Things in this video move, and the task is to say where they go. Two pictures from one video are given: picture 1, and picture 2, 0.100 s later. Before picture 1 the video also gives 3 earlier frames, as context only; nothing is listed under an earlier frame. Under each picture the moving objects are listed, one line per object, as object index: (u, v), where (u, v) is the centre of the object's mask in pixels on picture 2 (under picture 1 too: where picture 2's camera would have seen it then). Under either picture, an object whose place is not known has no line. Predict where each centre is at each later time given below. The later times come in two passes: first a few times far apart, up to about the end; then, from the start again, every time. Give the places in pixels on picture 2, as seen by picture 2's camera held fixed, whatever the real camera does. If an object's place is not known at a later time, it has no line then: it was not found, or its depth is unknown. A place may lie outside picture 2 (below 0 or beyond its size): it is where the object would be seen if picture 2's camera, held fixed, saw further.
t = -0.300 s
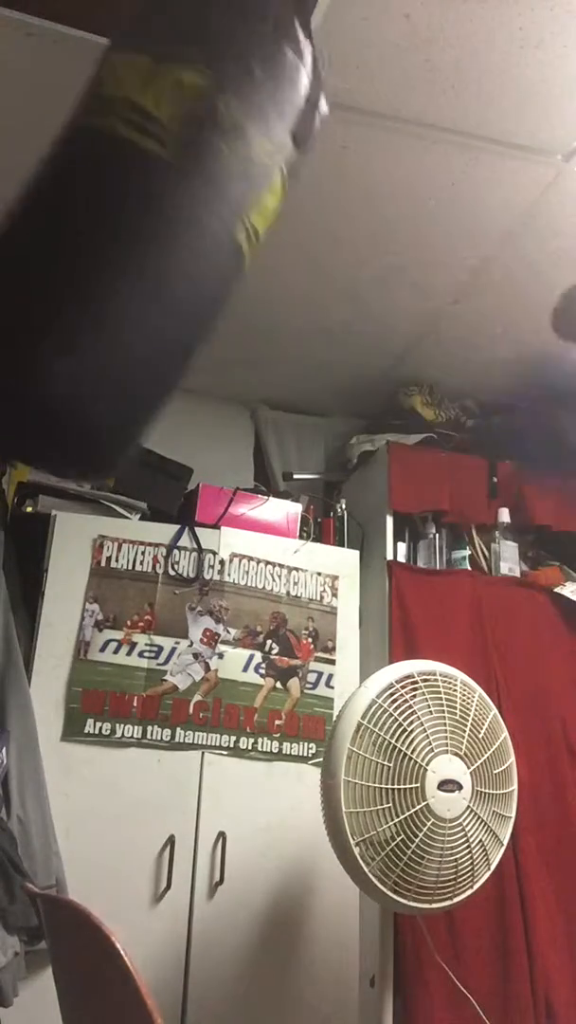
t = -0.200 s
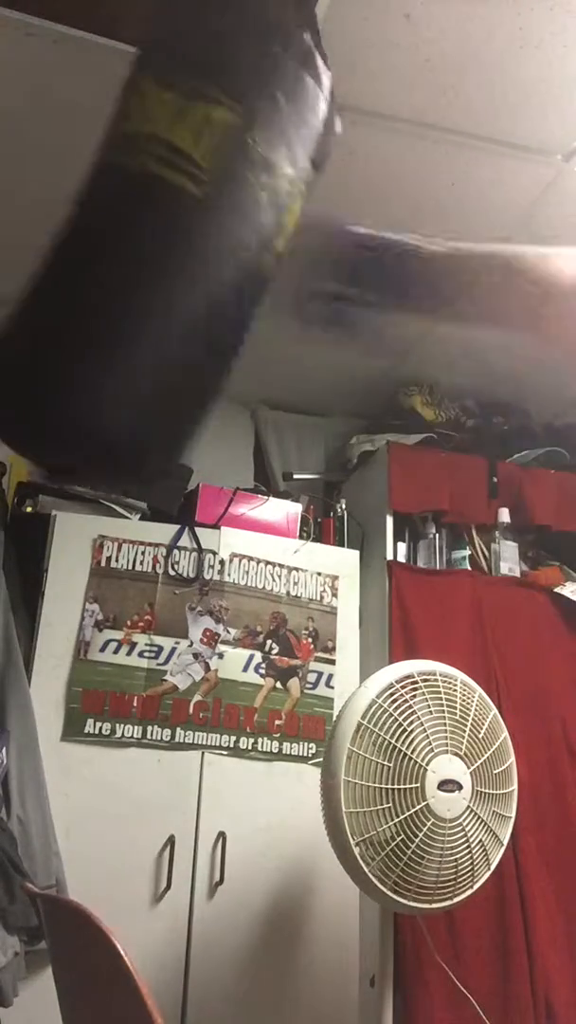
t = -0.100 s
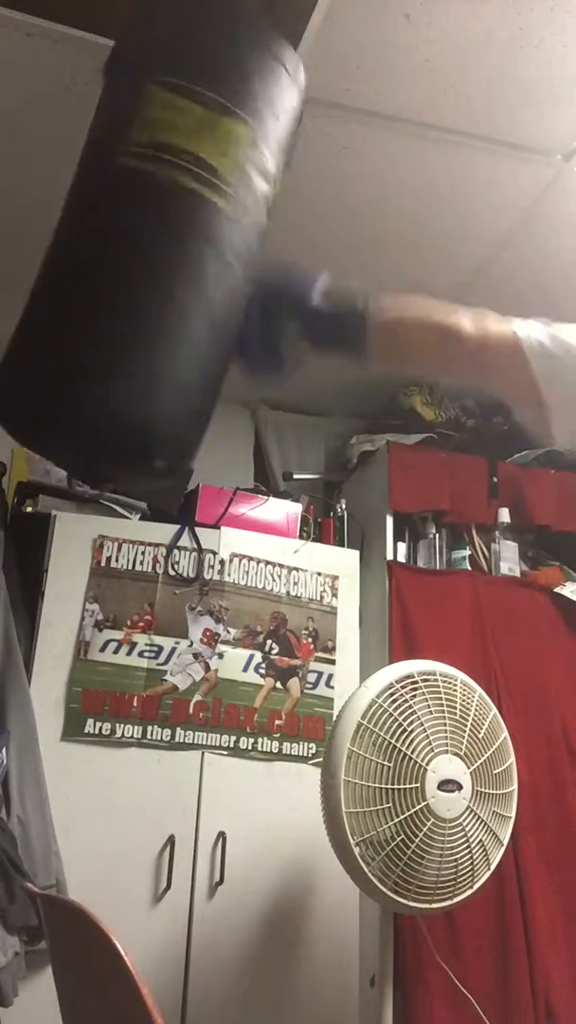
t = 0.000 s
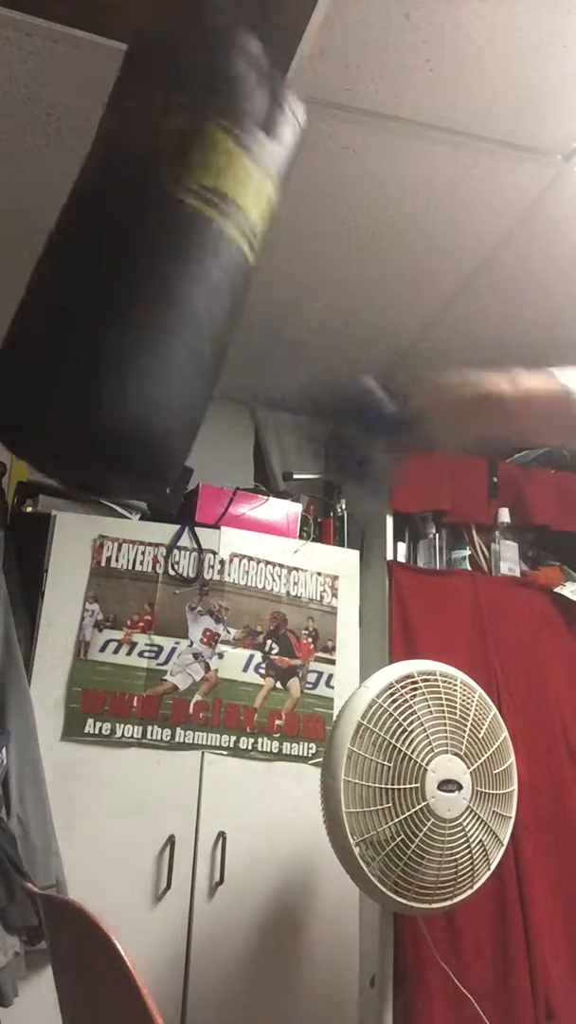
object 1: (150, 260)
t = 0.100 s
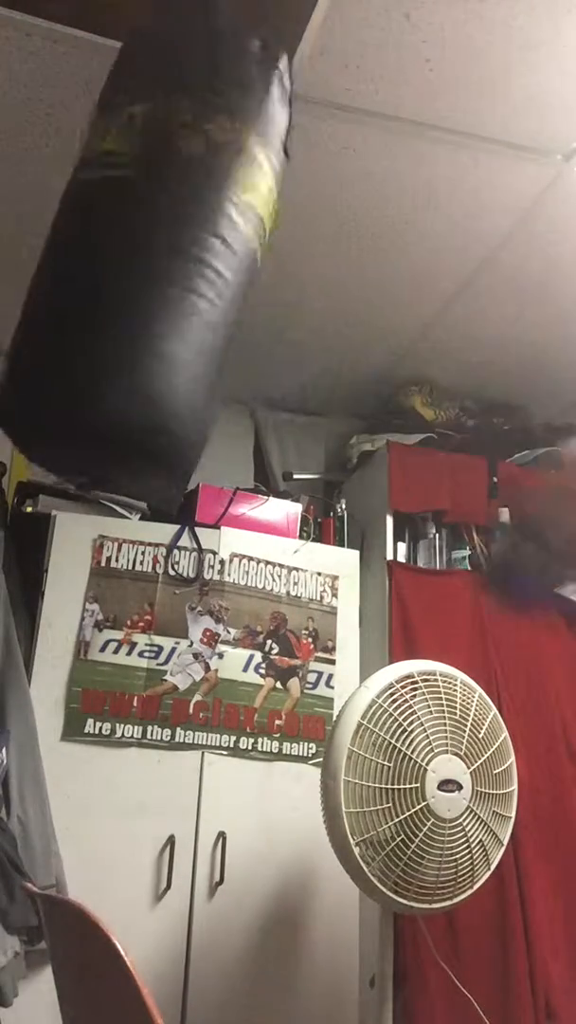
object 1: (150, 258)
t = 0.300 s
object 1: (185, 246)
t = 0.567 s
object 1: (347, 195)
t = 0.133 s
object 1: (151, 255)
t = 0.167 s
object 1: (154, 250)
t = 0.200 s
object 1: (159, 249)
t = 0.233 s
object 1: (166, 249)
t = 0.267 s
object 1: (174, 247)
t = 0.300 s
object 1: (185, 246)
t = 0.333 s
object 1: (195, 244)
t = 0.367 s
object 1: (209, 244)
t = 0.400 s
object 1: (228, 234)
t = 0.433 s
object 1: (248, 231)
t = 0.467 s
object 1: (268, 224)
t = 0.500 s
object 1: (294, 217)
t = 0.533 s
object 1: (319, 206)
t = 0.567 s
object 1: (347, 195)
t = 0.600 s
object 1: (378, 179)
